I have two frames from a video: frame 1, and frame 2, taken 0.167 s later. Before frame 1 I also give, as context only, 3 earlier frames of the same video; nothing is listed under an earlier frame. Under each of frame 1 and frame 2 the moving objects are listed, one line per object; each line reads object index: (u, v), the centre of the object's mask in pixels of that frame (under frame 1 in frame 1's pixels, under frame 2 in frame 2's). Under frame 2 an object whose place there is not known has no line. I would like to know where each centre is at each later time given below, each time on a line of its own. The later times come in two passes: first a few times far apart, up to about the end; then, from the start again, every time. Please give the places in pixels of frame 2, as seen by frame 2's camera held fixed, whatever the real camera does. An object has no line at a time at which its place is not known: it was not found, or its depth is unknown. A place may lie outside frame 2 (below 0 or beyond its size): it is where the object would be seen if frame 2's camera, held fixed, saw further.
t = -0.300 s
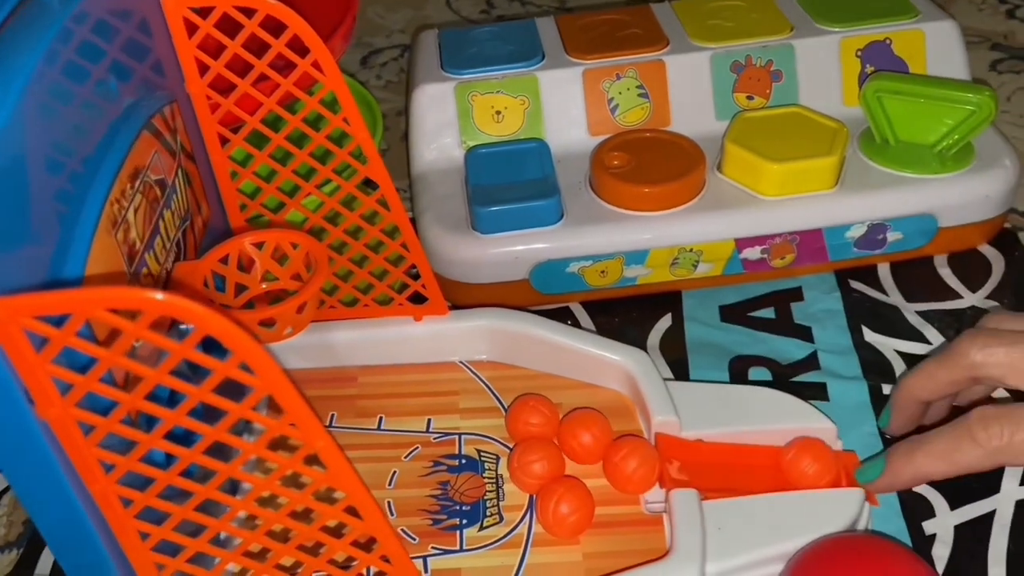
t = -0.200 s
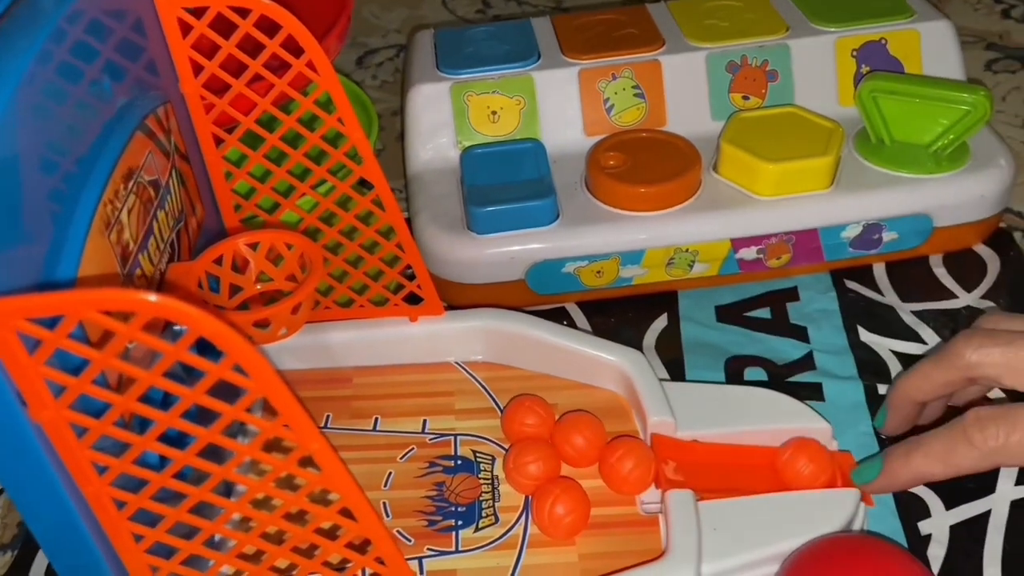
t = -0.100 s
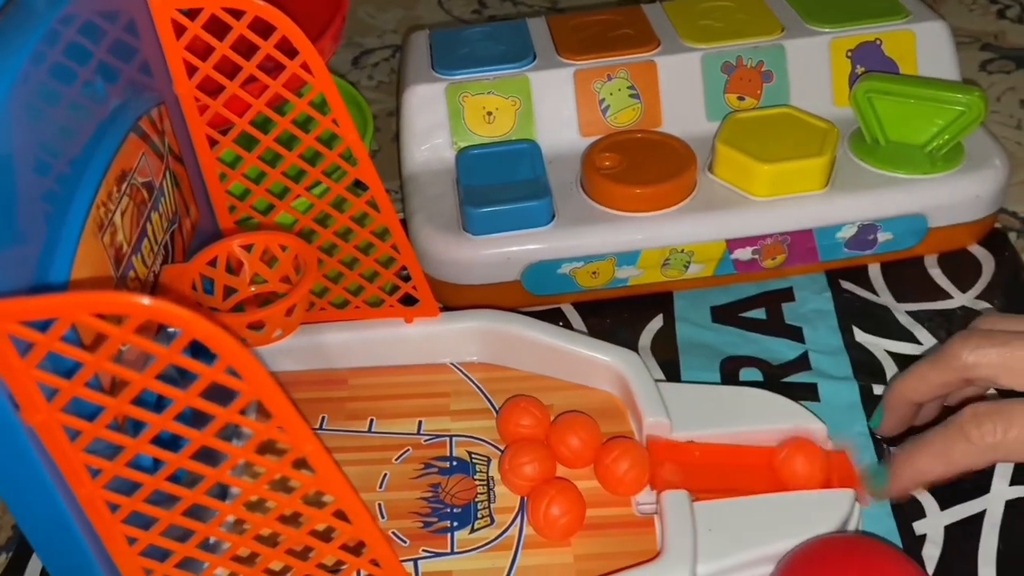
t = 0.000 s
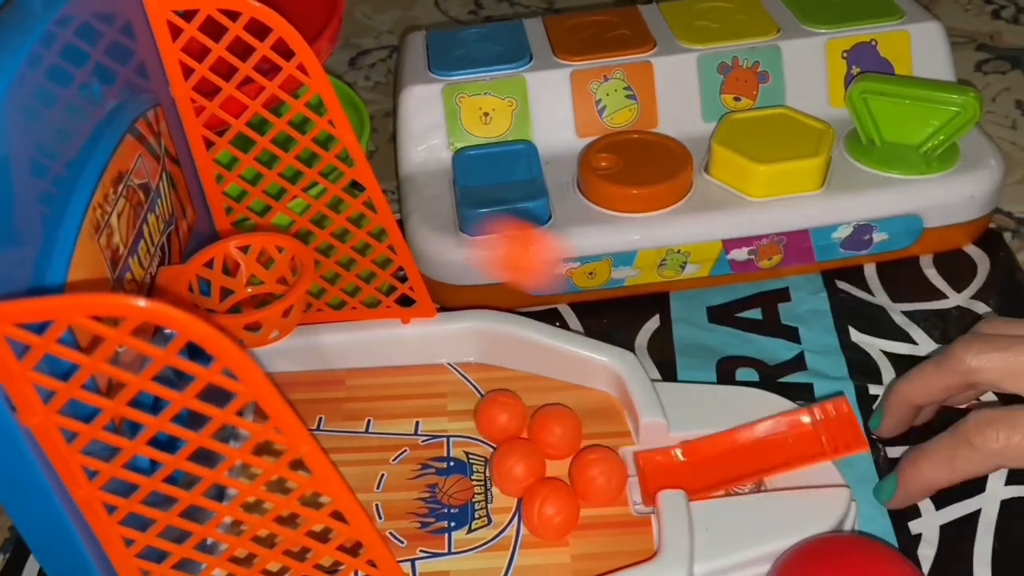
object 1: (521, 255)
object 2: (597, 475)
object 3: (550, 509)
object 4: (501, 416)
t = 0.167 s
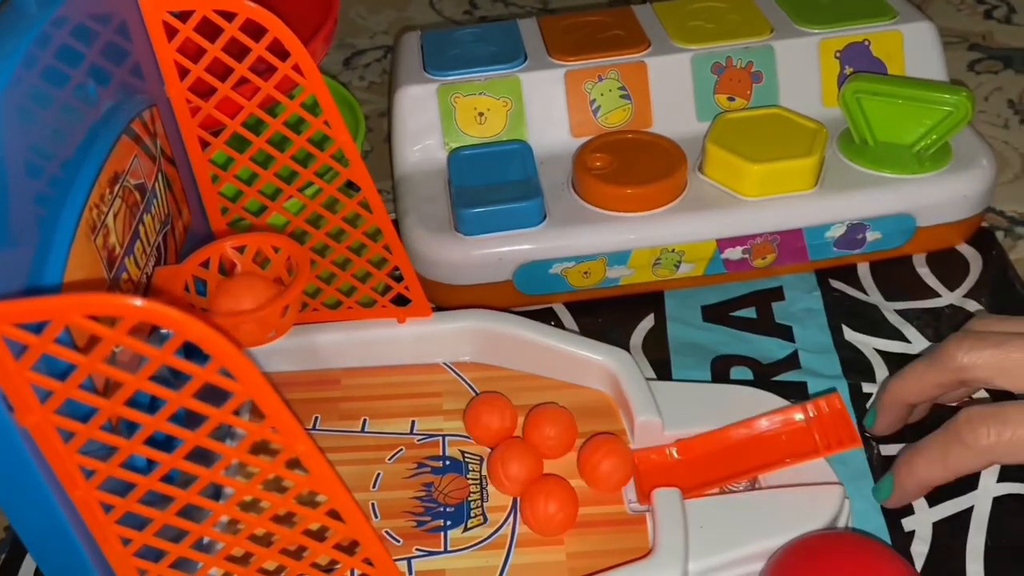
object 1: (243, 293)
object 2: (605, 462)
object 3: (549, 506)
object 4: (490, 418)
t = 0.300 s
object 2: (625, 445)
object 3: (563, 498)
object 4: (503, 421)
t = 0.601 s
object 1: (392, 464)
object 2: (623, 450)
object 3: (619, 504)
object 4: (514, 422)
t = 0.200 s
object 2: (611, 458)
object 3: (552, 504)
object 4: (494, 419)
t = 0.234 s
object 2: (616, 454)
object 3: (555, 501)
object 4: (499, 419)
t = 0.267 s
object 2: (622, 450)
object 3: (559, 499)
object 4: (501, 420)
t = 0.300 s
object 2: (625, 445)
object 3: (563, 498)
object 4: (503, 421)
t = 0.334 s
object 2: (621, 447)
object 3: (568, 498)
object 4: (506, 422)
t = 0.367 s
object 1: (318, 441)
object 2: (621, 447)
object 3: (574, 497)
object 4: (510, 421)
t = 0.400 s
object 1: (323, 443)
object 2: (623, 448)
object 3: (580, 495)
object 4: (513, 420)
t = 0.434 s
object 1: (328, 445)
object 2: (622, 450)
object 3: (587, 494)
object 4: (514, 421)
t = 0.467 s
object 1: (336, 448)
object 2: (624, 450)
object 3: (595, 492)
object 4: (513, 421)
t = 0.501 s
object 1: (345, 453)
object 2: (625, 450)
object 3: (600, 494)
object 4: (513, 421)
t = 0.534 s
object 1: (357, 458)
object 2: (623, 450)
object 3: (605, 497)
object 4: (513, 421)
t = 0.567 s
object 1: (375, 461)
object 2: (623, 449)
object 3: (612, 502)
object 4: (514, 422)
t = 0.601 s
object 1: (392, 464)
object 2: (623, 450)
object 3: (619, 504)
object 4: (514, 422)
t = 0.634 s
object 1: (408, 469)
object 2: (623, 450)
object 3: (618, 505)
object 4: (514, 422)
